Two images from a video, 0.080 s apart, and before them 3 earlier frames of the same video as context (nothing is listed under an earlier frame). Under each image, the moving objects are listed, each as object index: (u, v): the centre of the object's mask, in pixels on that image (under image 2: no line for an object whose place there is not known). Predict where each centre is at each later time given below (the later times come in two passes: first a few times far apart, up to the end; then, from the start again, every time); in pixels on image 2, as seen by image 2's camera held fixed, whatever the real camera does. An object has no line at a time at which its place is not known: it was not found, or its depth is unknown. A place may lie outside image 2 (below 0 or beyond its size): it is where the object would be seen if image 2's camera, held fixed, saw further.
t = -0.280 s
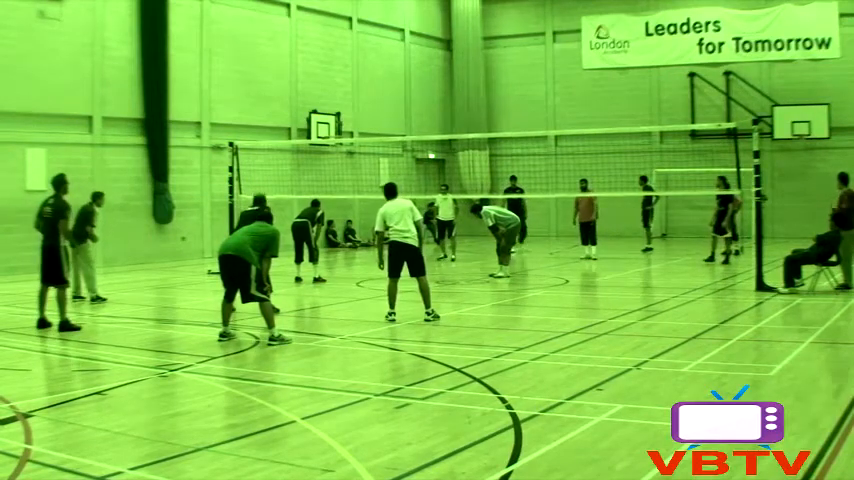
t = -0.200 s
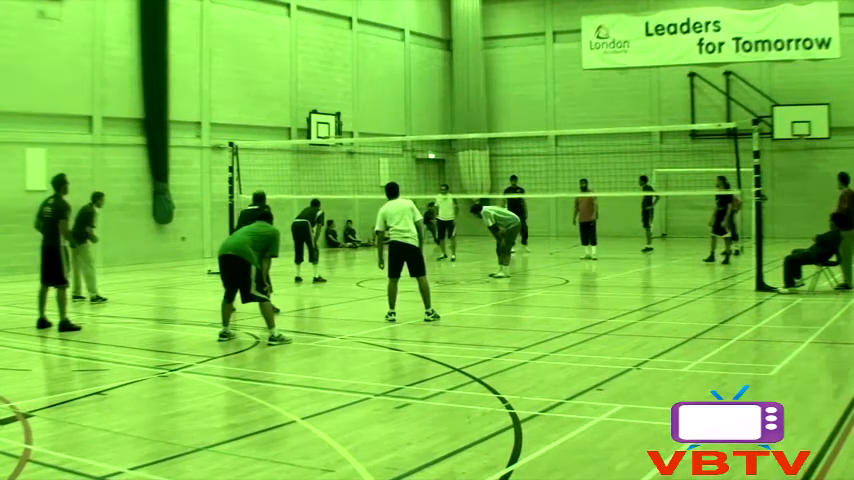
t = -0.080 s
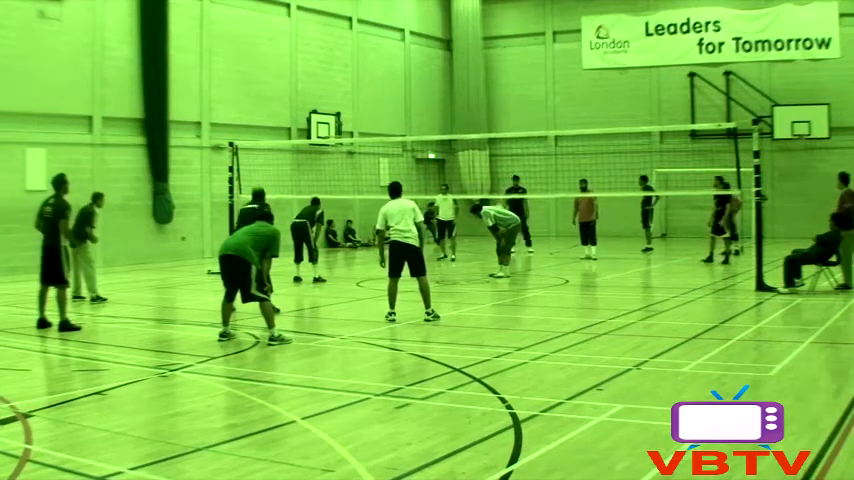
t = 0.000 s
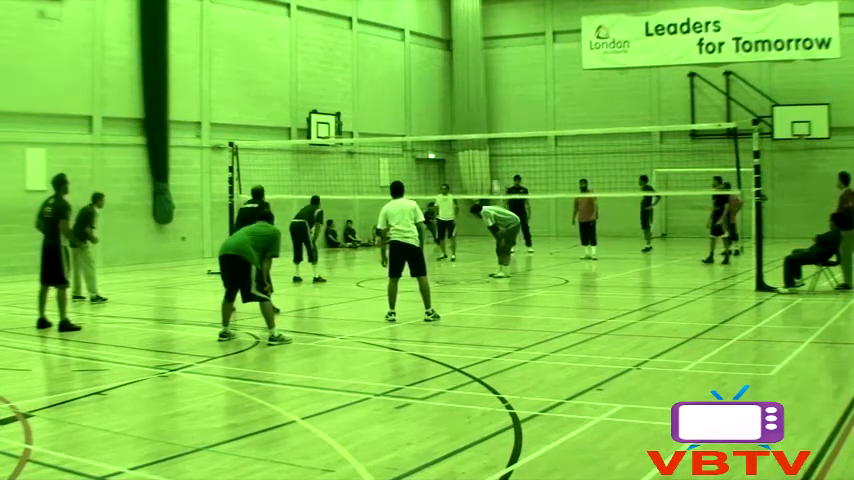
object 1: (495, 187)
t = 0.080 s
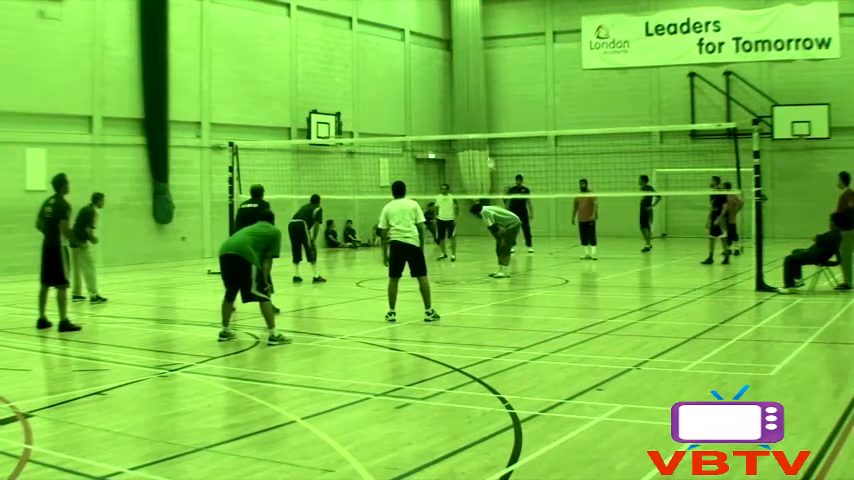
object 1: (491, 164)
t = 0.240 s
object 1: (480, 122)
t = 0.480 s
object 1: (465, 77)
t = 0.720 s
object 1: (454, 51)
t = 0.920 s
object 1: (449, 50)
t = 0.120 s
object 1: (488, 151)
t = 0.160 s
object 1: (485, 143)
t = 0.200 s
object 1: (483, 130)
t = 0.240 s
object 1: (480, 122)
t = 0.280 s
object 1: (477, 113)
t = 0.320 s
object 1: (474, 105)
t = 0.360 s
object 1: (471, 97)
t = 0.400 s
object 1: (469, 89)
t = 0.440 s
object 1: (466, 83)
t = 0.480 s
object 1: (465, 77)
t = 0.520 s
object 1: (462, 70)
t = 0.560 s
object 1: (460, 65)
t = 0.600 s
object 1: (459, 61)
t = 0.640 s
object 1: (457, 57)
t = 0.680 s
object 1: (456, 54)
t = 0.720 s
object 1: (454, 51)
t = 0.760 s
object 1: (453, 49)
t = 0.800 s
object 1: (451, 48)
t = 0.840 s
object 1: (450, 48)
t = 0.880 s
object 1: (450, 49)
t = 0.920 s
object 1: (449, 50)
